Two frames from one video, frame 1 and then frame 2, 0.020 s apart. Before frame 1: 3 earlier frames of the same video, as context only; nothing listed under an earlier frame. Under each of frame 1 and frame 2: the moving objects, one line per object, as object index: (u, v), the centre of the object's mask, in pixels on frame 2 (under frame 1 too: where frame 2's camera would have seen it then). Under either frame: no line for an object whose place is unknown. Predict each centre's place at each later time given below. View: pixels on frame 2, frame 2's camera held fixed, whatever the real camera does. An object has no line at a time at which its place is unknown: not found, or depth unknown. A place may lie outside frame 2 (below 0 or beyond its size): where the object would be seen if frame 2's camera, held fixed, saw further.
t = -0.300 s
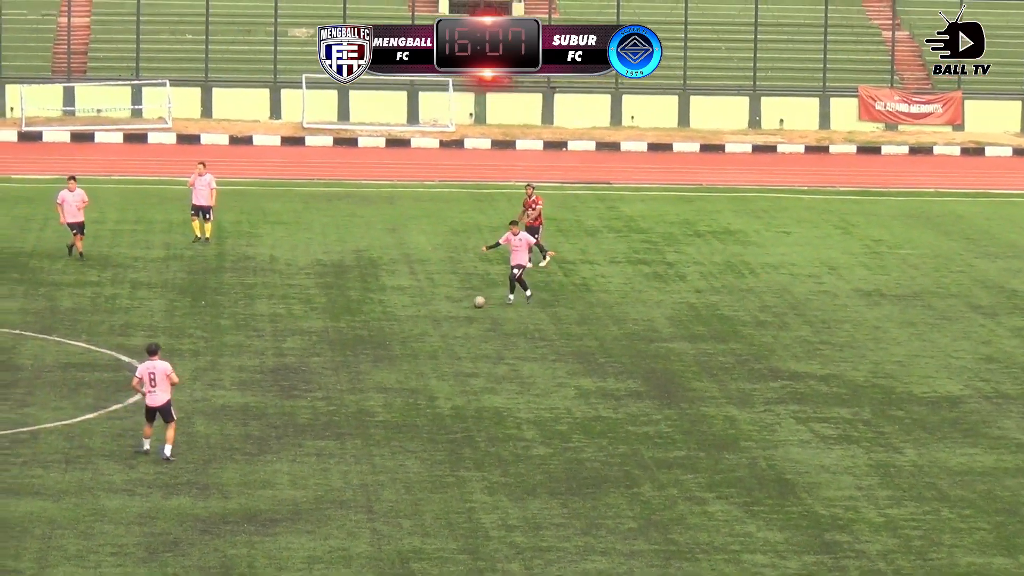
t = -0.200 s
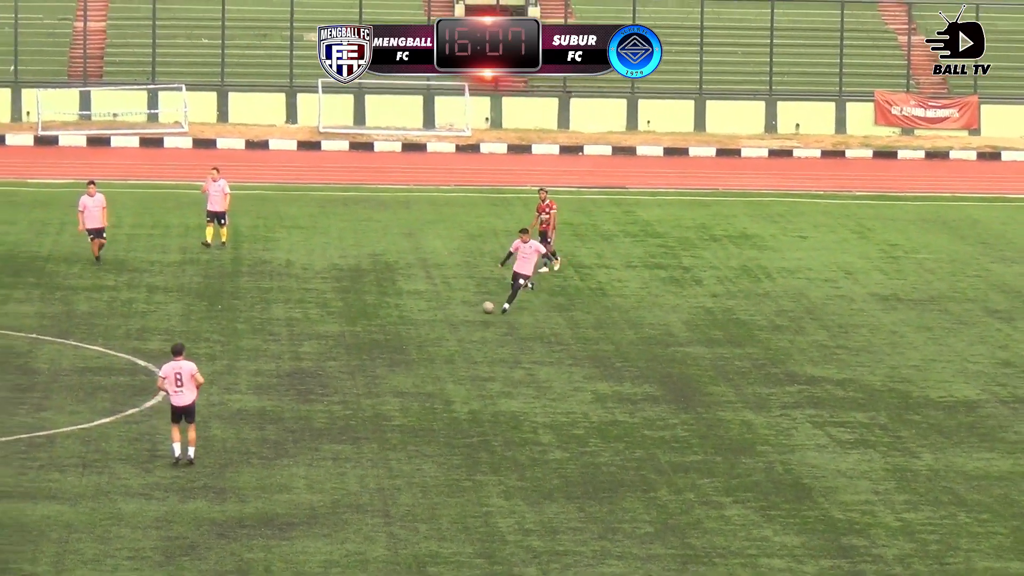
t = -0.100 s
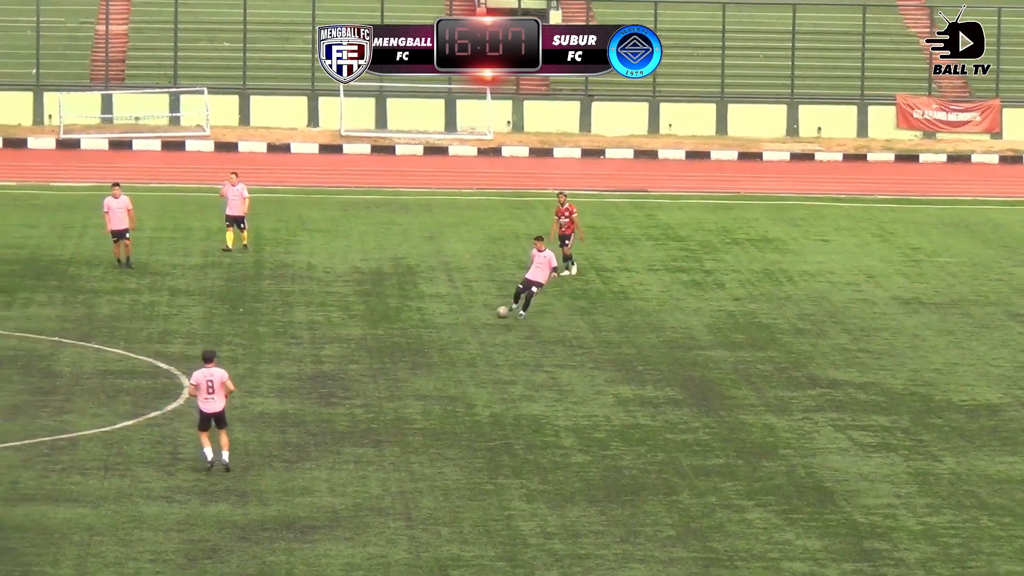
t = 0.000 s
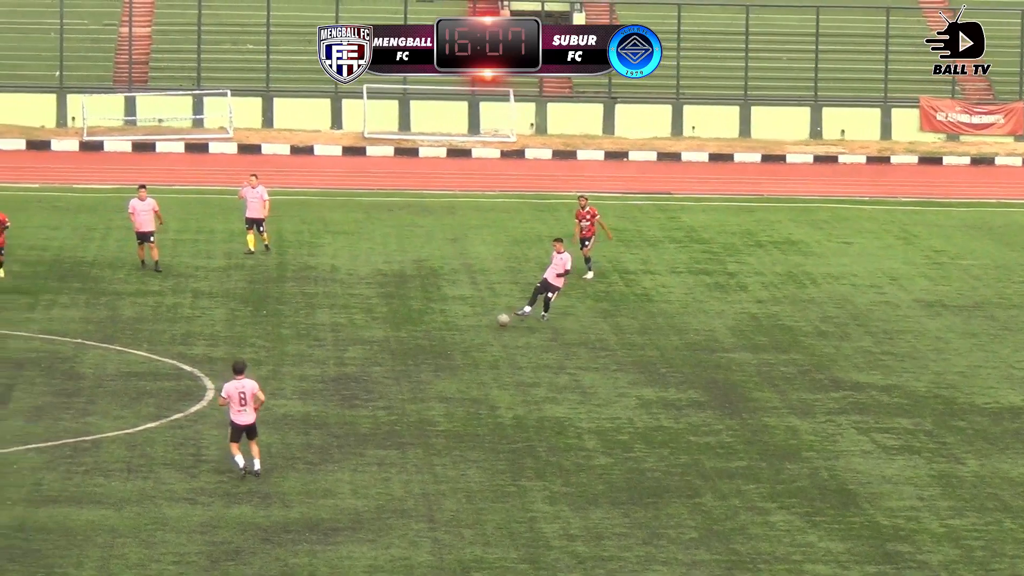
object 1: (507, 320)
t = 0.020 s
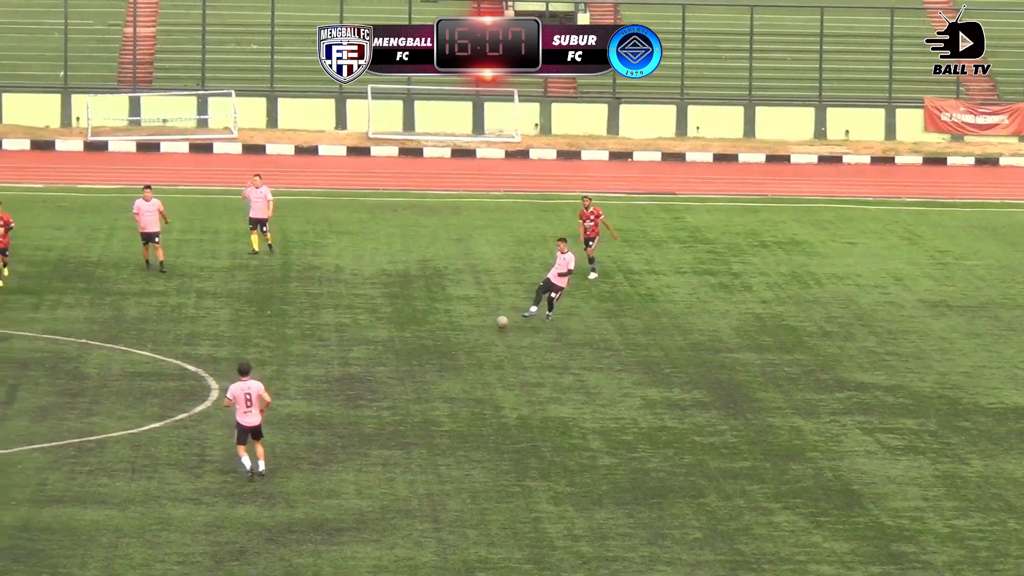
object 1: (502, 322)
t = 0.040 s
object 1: (498, 324)
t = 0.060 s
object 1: (493, 326)
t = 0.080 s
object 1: (488, 329)
